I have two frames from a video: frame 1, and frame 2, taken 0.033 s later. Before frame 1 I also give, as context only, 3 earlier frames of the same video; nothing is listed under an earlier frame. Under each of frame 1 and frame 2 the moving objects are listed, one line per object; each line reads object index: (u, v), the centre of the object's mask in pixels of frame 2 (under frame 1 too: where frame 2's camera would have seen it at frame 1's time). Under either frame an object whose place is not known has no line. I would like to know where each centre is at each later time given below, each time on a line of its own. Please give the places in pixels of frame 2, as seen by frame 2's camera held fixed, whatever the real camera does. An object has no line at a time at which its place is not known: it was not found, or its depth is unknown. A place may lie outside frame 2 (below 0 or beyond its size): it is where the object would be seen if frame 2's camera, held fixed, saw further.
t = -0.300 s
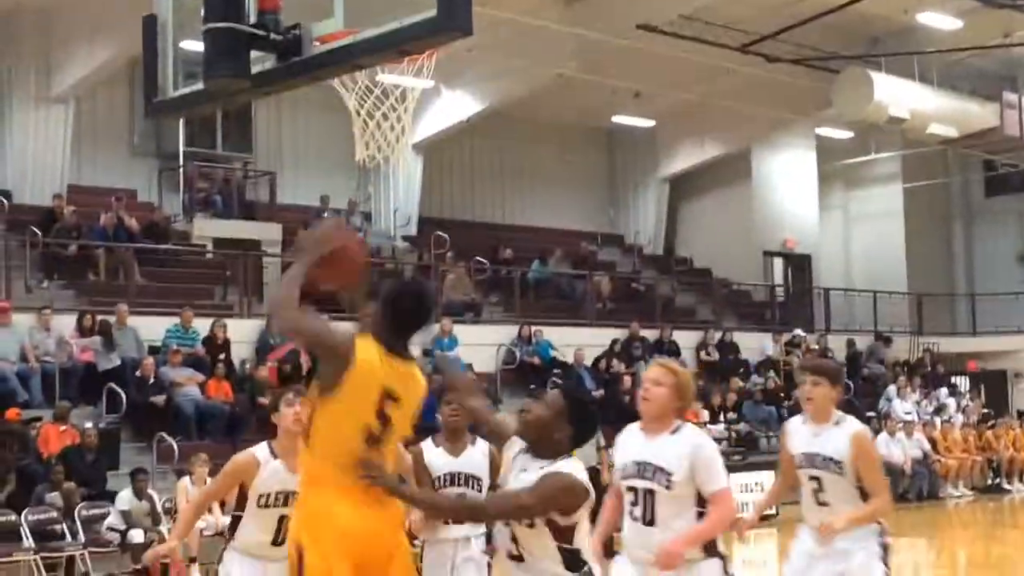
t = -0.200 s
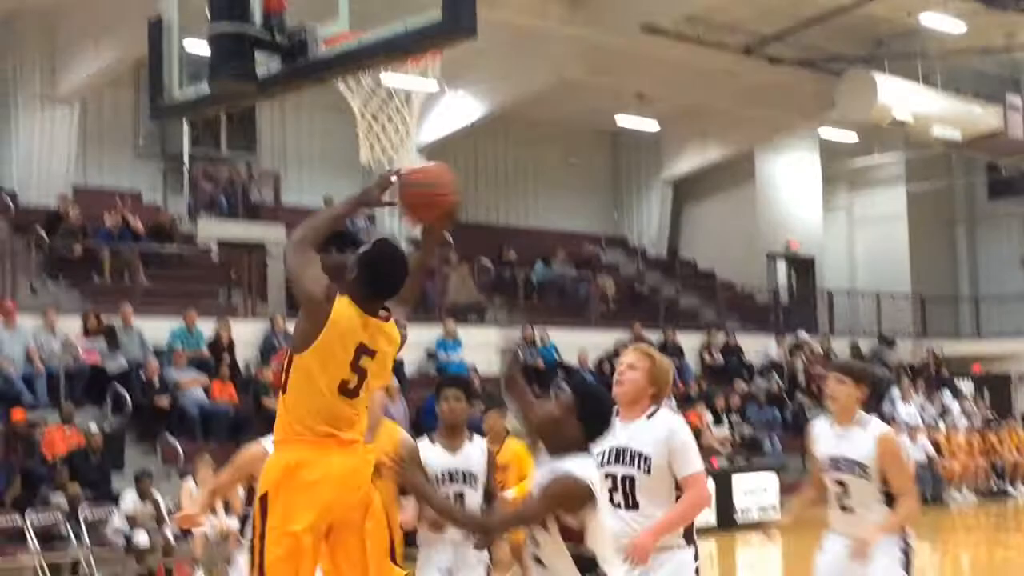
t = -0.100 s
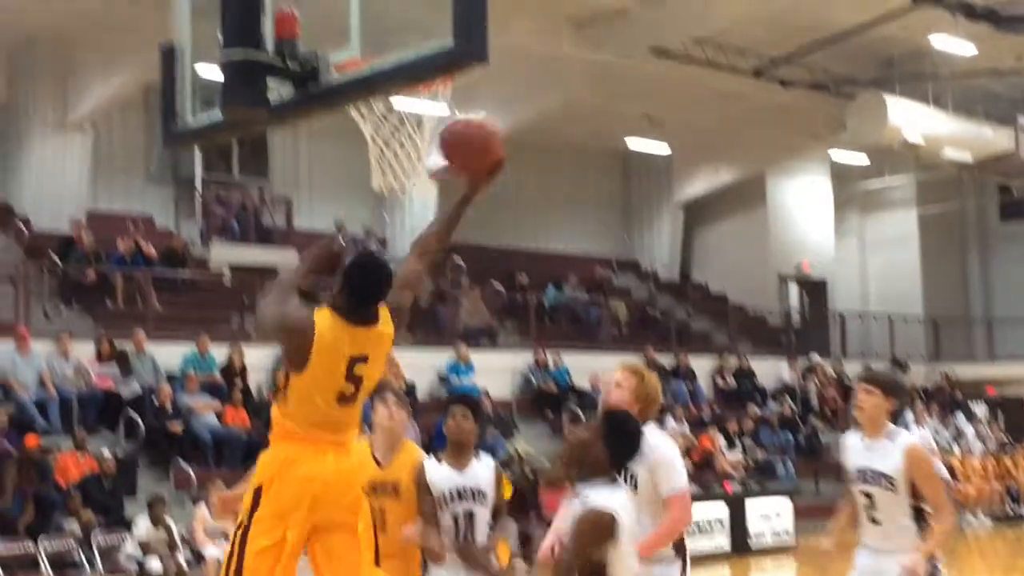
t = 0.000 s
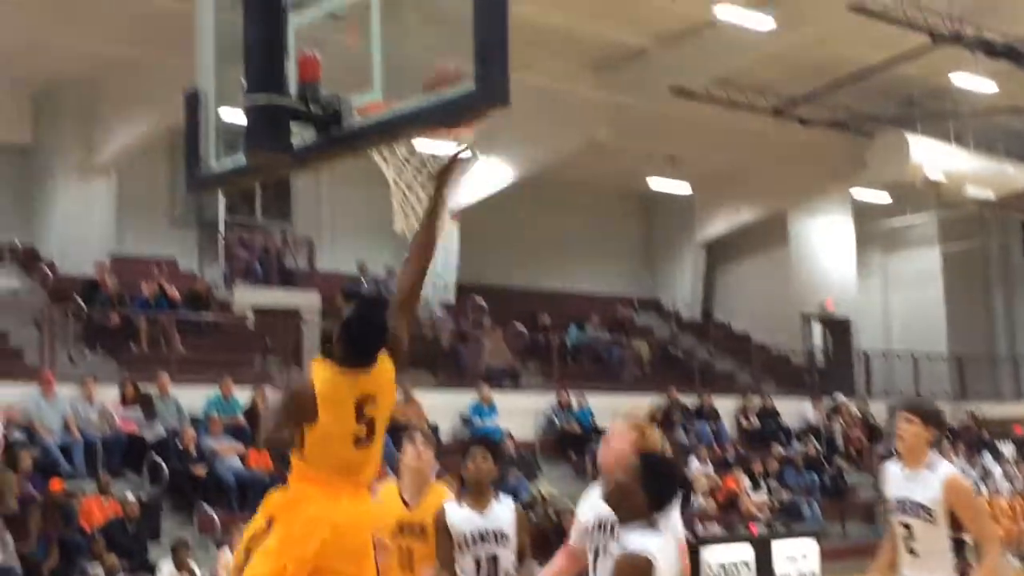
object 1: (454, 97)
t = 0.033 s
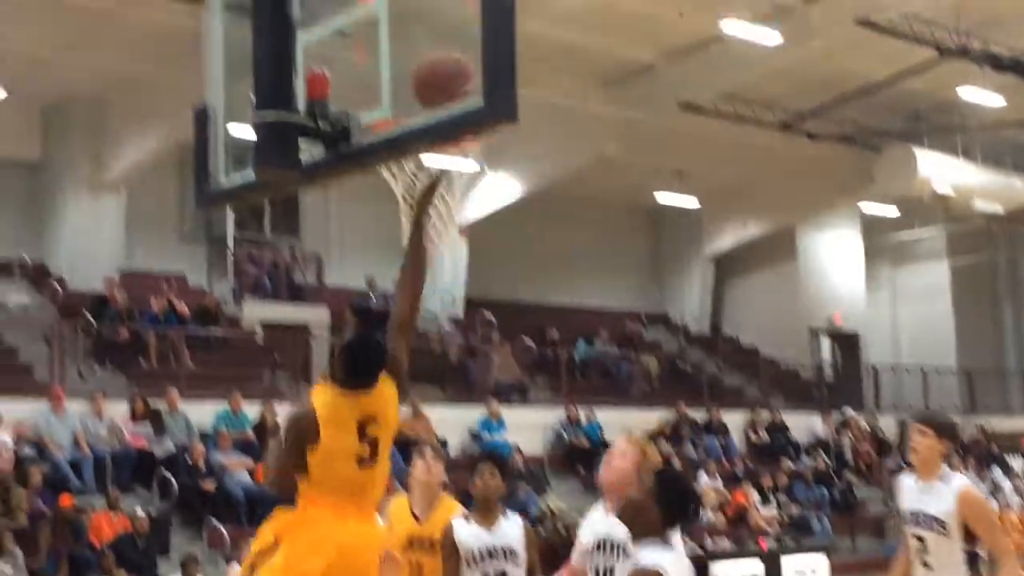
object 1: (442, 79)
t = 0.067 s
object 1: (424, 57)
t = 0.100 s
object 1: (410, 39)
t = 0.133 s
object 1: (405, 30)
